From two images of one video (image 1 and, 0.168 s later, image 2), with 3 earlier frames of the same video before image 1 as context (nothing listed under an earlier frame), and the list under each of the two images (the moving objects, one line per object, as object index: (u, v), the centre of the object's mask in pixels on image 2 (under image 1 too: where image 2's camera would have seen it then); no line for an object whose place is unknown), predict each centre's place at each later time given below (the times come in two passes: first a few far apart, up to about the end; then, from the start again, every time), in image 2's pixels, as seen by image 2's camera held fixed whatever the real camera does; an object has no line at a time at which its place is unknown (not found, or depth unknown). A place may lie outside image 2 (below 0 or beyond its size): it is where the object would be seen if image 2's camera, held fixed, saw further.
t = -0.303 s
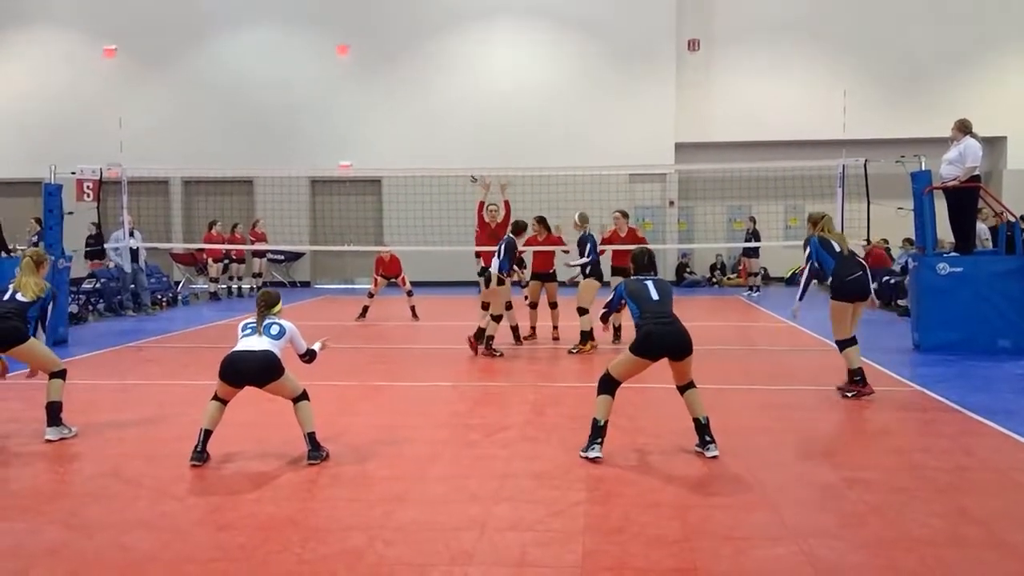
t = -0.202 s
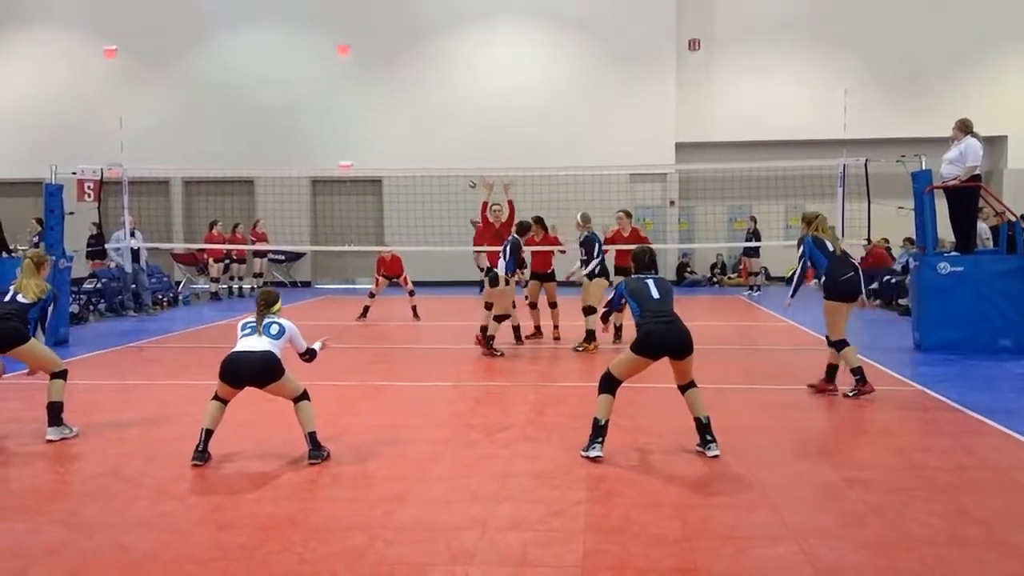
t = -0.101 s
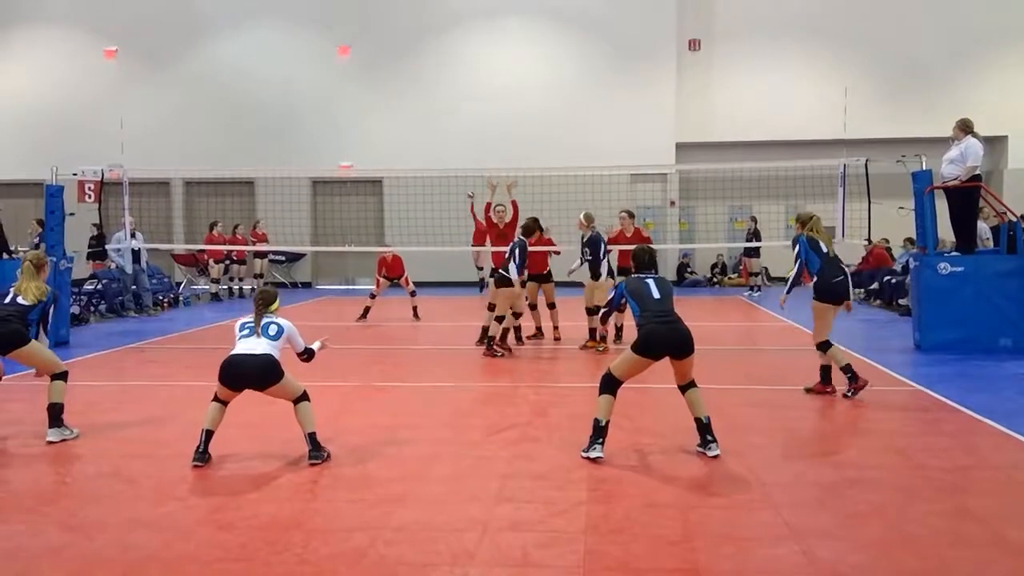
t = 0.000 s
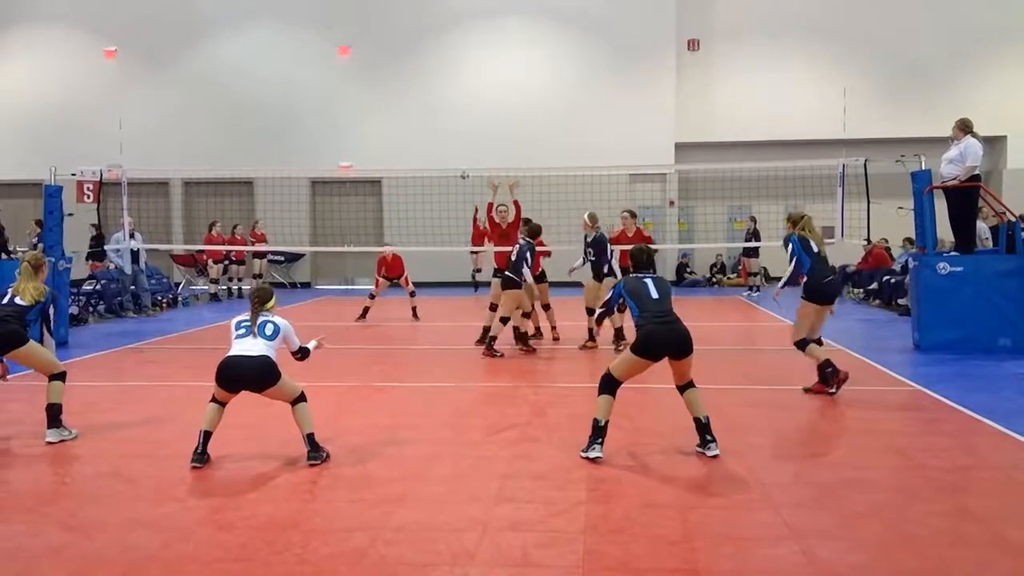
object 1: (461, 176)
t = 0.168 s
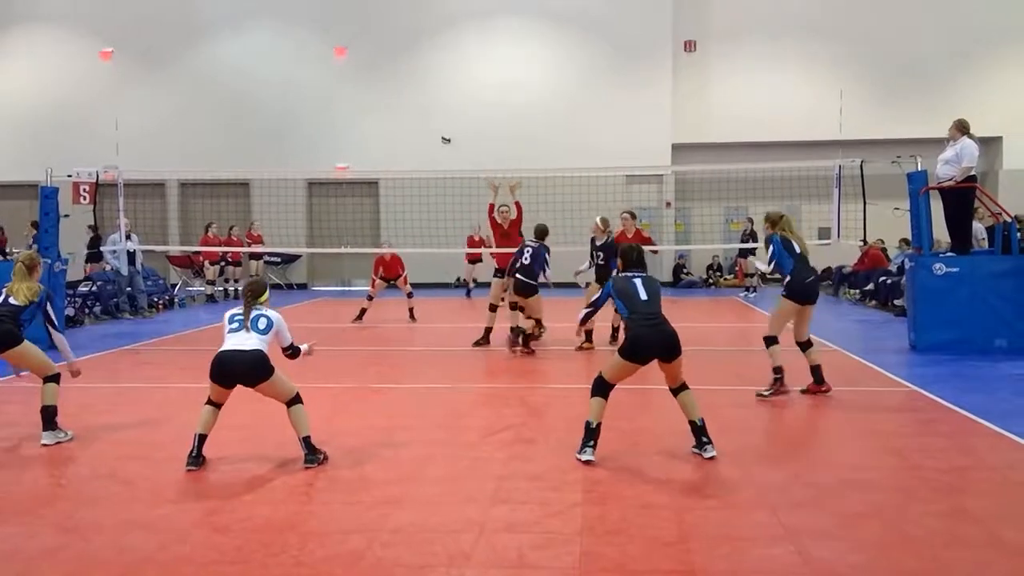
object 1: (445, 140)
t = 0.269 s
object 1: (434, 120)
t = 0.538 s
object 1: (388, 89)
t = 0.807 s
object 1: (316, 104)
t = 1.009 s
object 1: (231, 183)
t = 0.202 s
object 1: (443, 133)
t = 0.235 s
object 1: (439, 126)
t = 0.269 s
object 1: (434, 120)
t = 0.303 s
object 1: (430, 114)
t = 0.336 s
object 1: (424, 109)
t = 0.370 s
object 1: (419, 105)
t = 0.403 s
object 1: (414, 100)
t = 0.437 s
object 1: (408, 97)
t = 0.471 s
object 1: (402, 92)
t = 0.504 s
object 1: (395, 90)
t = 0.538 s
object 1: (388, 89)
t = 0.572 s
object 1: (381, 87)
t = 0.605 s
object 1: (374, 87)
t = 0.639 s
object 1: (366, 86)
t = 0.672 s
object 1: (357, 87)
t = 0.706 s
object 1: (347, 88)
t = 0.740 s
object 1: (338, 91)
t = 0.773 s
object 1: (327, 96)
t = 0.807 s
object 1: (316, 104)
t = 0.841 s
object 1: (305, 111)
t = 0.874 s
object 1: (294, 121)
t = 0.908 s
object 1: (280, 133)
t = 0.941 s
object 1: (264, 146)
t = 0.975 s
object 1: (249, 162)
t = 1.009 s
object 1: (231, 183)
